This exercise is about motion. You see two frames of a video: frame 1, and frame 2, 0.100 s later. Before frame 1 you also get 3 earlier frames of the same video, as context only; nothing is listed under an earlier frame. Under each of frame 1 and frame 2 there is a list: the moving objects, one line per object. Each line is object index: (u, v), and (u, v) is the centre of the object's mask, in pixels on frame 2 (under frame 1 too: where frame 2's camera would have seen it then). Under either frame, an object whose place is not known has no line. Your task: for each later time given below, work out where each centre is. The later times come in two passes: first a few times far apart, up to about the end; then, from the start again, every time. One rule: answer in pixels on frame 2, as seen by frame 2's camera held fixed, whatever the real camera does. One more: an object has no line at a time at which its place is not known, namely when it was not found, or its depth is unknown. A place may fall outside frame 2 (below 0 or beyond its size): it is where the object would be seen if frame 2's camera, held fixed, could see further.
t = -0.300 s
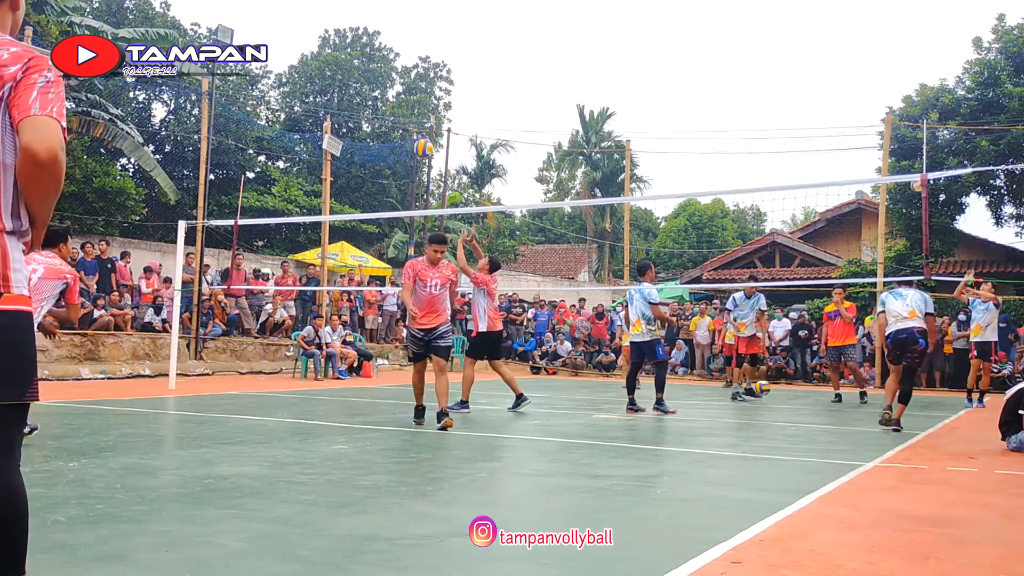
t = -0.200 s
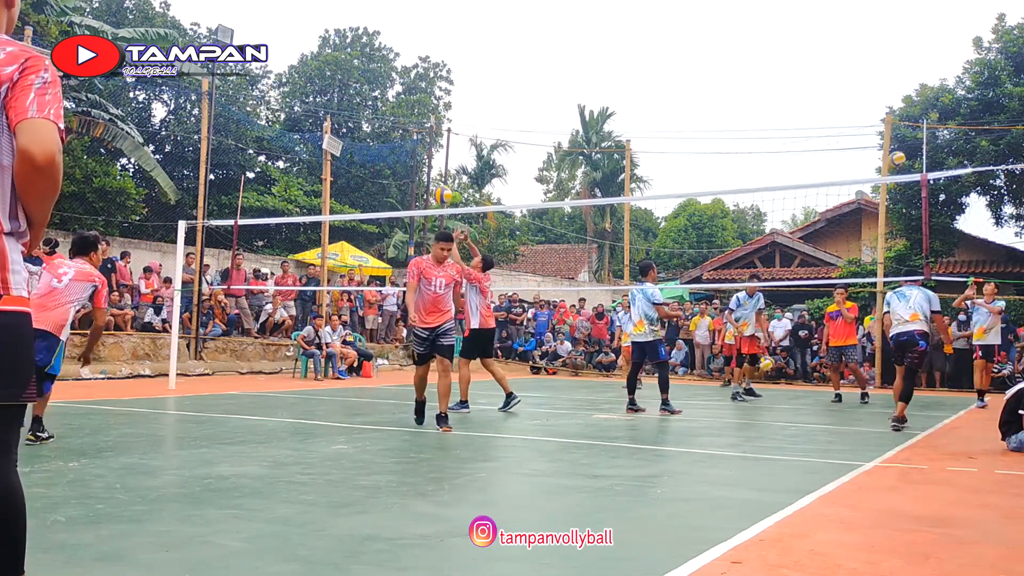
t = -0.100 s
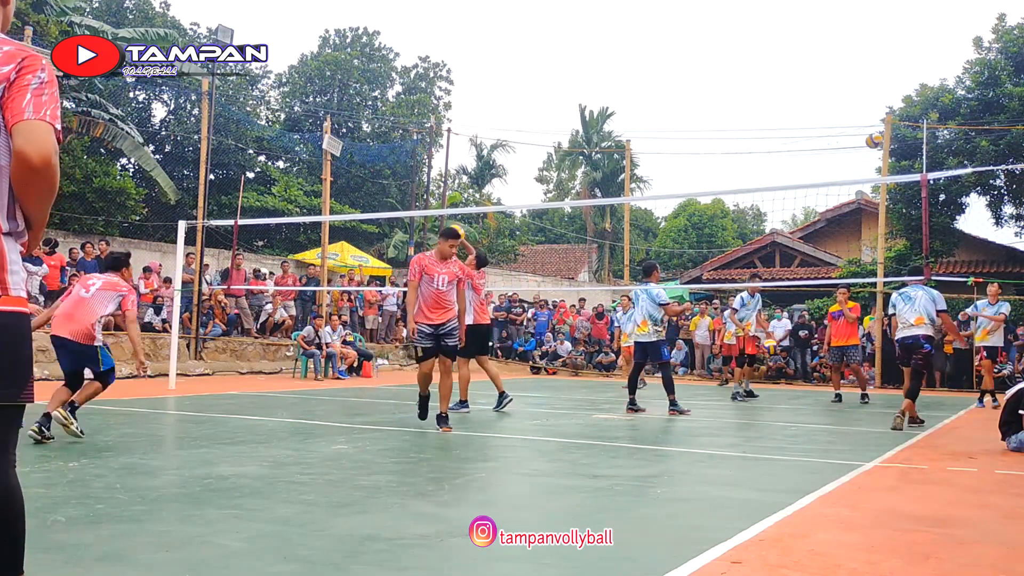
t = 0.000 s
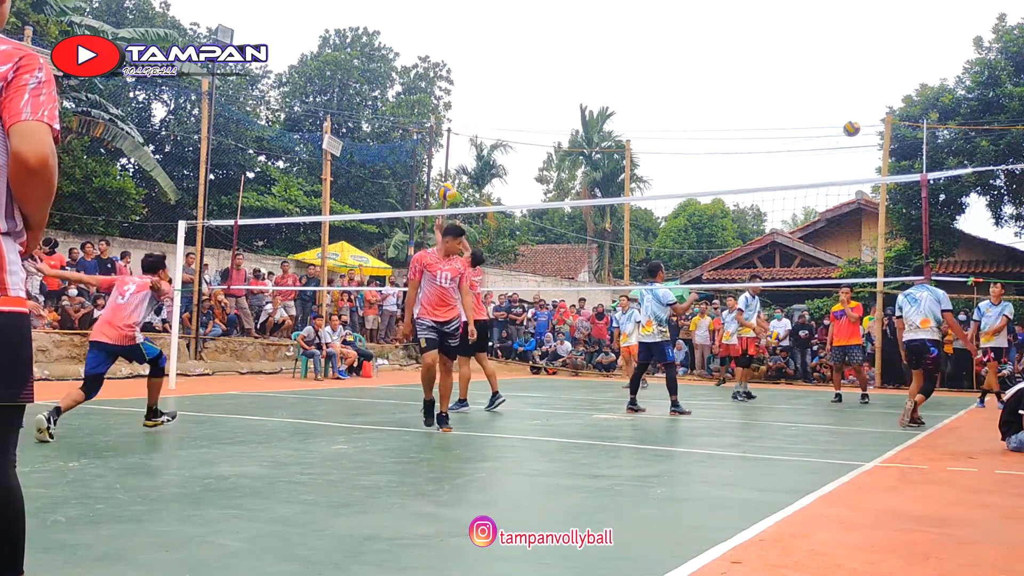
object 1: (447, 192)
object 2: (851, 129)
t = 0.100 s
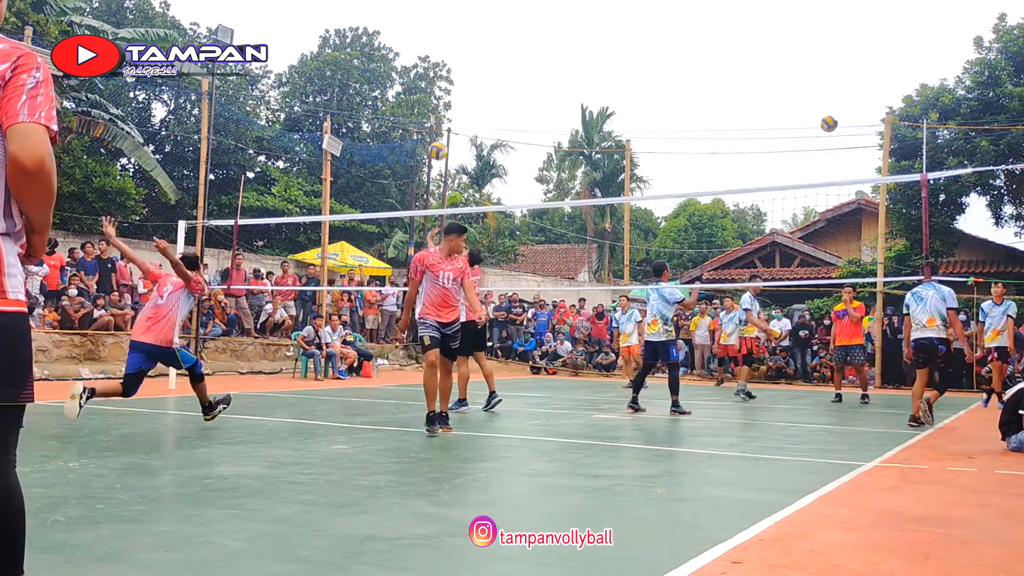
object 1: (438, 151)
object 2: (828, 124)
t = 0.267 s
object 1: (424, 102)
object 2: (791, 133)
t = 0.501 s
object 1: (403, 73)
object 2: (736, 183)
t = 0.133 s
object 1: (435, 140)
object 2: (821, 124)
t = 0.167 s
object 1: (433, 129)
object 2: (814, 125)
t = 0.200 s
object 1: (429, 119)
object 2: (806, 127)
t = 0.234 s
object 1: (427, 111)
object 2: (799, 129)
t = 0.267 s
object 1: (424, 102)
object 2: (791, 133)
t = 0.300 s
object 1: (420, 95)
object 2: (783, 137)
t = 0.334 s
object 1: (418, 89)
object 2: (775, 143)
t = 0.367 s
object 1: (414, 84)
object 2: (767, 149)
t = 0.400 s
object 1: (411, 80)
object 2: (759, 156)
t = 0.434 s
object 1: (409, 77)
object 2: (752, 164)
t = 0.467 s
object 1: (405, 74)
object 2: (744, 174)
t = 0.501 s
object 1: (403, 73)
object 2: (736, 183)
